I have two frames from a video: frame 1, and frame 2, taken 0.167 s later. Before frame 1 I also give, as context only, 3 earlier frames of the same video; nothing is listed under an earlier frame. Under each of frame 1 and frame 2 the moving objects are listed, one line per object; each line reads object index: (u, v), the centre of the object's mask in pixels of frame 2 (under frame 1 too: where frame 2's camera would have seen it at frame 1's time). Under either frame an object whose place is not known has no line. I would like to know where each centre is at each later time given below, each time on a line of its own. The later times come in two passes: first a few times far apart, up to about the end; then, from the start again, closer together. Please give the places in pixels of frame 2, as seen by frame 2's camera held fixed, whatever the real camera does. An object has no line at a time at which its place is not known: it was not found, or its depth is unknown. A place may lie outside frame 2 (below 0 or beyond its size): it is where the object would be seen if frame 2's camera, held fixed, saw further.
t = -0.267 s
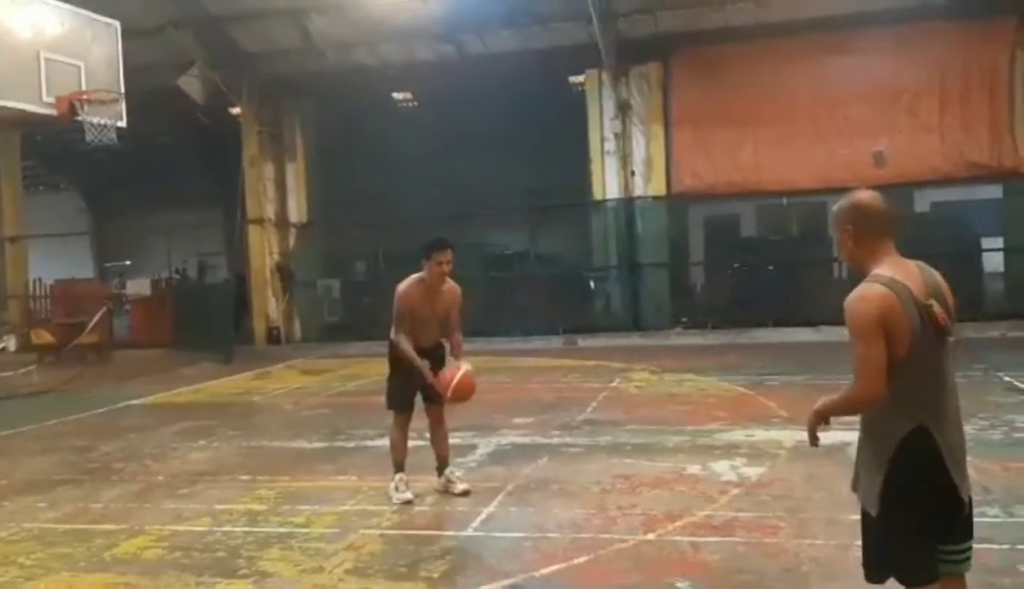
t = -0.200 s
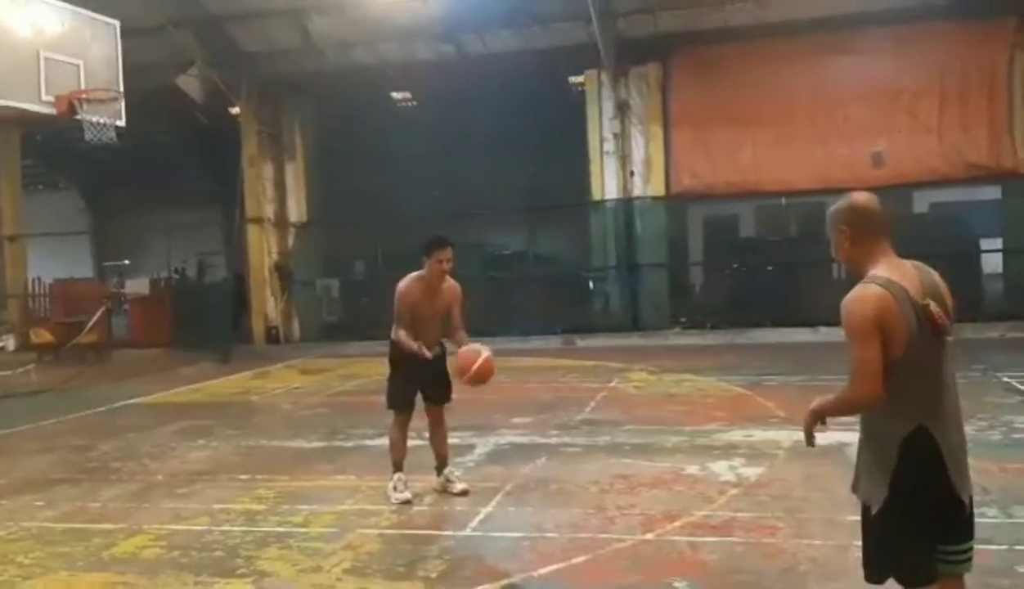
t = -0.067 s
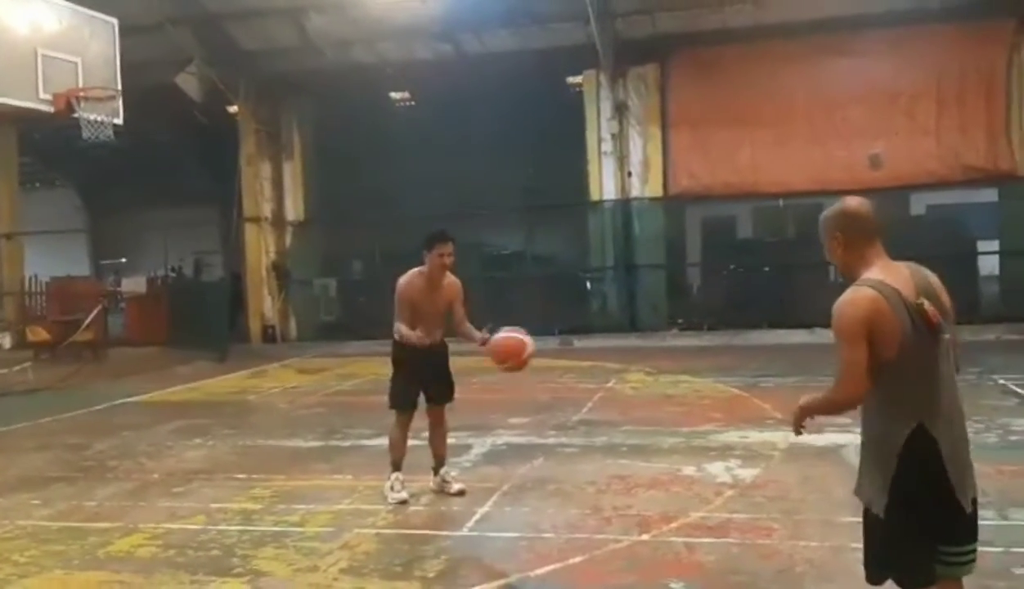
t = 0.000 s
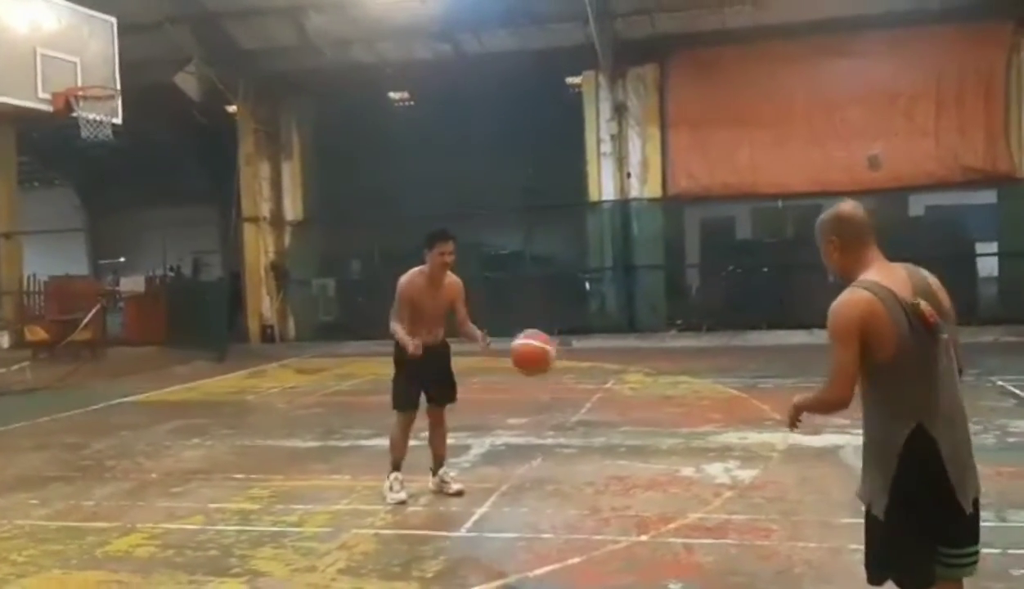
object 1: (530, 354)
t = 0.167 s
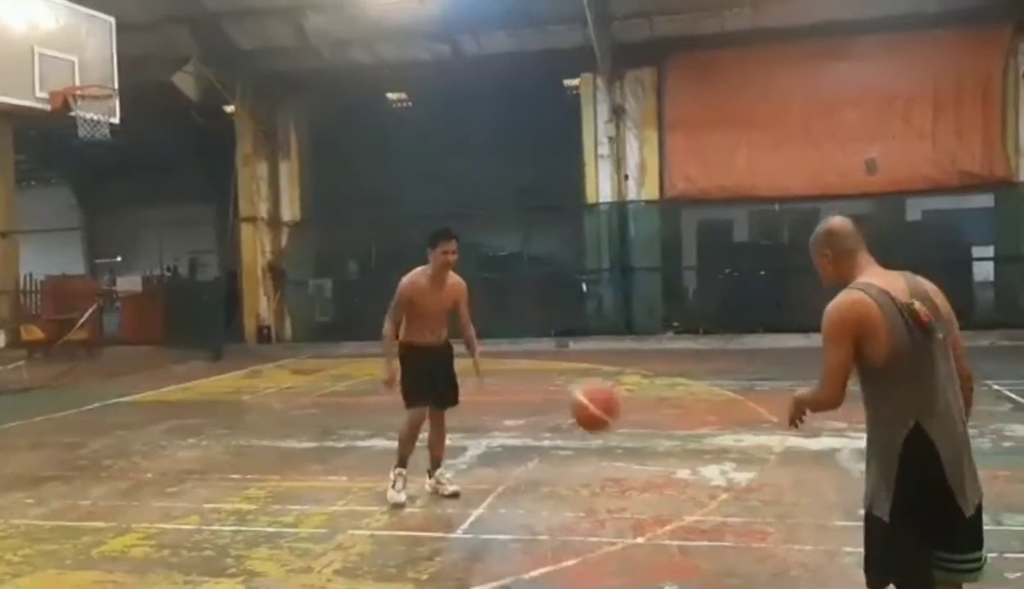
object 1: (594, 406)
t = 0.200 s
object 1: (608, 422)
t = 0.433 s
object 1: (711, 513)
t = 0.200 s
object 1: (608, 422)
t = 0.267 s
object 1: (640, 469)
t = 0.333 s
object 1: (672, 532)
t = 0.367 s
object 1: (689, 559)
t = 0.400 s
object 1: (702, 539)
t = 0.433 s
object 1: (711, 513)
